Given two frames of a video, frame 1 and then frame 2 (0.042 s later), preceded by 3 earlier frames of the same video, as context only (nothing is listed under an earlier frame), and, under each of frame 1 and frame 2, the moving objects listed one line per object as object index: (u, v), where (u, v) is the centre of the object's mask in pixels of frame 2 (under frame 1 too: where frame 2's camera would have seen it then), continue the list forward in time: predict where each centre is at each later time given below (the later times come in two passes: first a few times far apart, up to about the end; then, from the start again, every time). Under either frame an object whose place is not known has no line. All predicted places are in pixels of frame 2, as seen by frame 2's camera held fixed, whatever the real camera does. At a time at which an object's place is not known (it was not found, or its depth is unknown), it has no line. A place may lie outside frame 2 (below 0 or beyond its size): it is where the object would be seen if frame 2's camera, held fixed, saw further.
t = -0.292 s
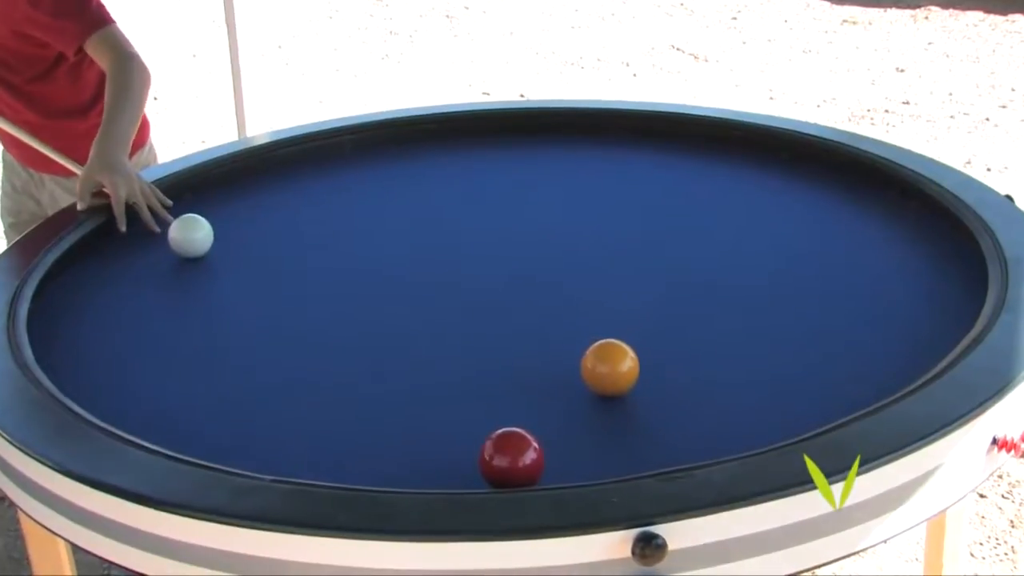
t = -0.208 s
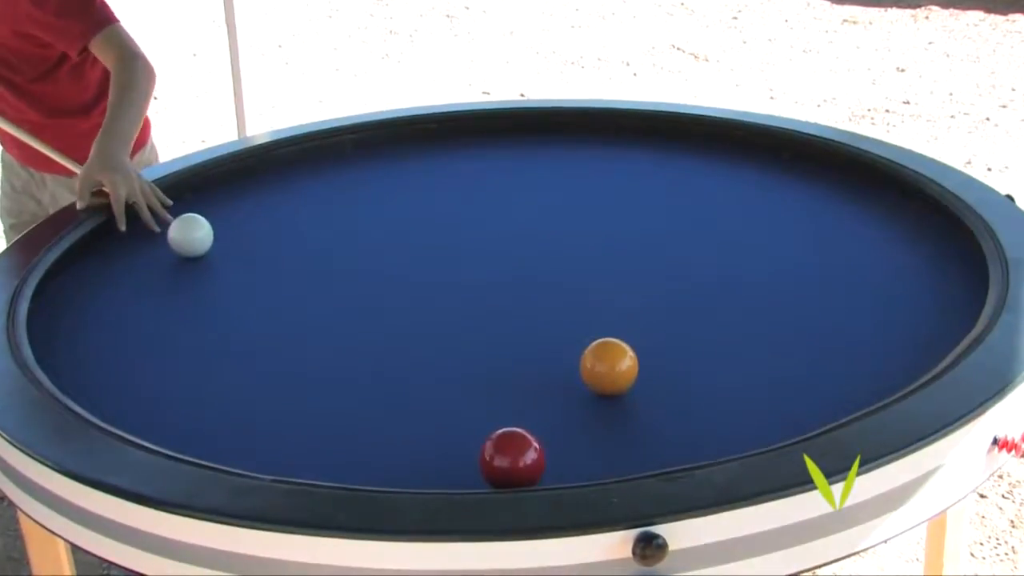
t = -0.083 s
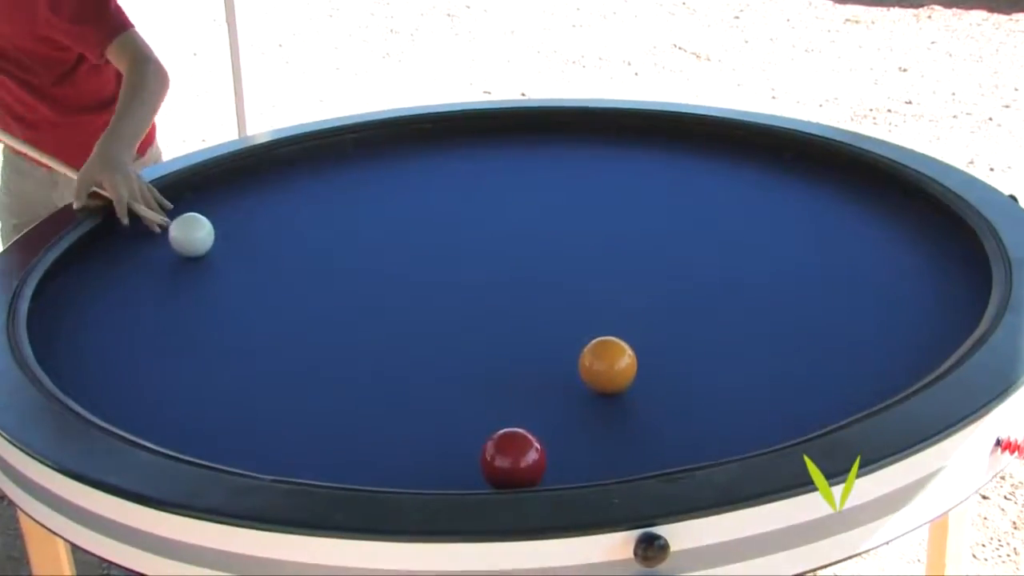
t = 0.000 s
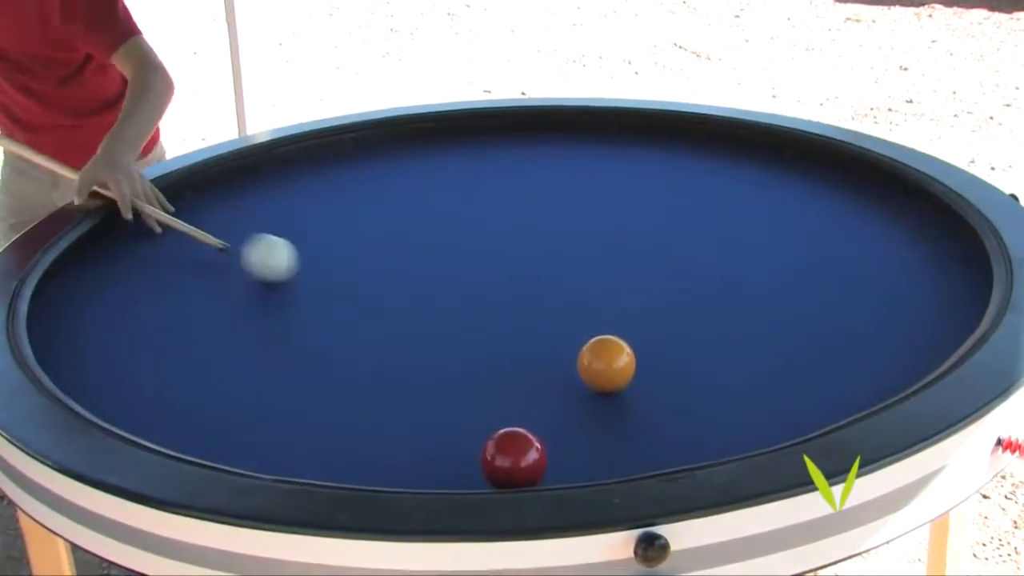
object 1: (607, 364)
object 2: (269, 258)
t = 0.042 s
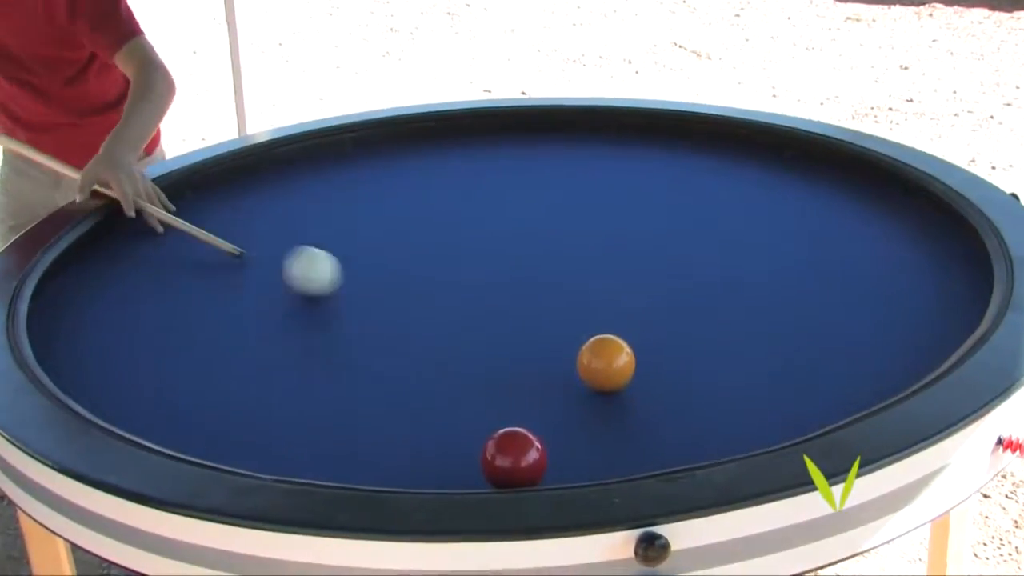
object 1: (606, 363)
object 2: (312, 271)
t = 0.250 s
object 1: (602, 361)
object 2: (531, 339)
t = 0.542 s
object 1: (786, 396)
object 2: (594, 363)
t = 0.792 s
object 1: (728, 337)
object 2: (642, 379)
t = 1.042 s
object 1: (674, 285)
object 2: (690, 395)
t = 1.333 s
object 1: (623, 236)
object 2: (737, 410)
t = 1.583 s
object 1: (587, 205)
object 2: (766, 419)
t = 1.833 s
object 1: (553, 176)
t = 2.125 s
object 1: (520, 149)
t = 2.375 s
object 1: (491, 128)
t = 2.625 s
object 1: (477, 135)
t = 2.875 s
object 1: (461, 149)
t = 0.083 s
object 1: (605, 363)
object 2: (354, 285)
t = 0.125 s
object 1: (604, 363)
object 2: (399, 298)
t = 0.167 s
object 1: (604, 362)
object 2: (443, 312)
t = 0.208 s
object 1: (603, 362)
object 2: (487, 325)
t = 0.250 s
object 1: (602, 361)
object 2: (531, 339)
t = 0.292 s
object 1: (623, 367)
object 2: (555, 347)
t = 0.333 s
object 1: (690, 387)
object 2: (559, 349)
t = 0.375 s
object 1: (733, 399)
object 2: (563, 351)
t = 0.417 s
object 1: (775, 411)
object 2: (570, 354)
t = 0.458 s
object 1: (805, 414)
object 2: (578, 357)
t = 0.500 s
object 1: (796, 407)
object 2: (586, 359)
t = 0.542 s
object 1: (786, 396)
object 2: (594, 363)
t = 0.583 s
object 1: (775, 385)
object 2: (602, 366)
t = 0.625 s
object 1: (765, 375)
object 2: (610, 368)
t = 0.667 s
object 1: (756, 365)
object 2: (618, 371)
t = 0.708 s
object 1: (746, 356)
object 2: (626, 374)
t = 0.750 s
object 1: (736, 347)
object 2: (634, 377)
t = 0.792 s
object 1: (728, 337)
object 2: (642, 379)
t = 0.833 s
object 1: (714, 324)
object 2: (654, 383)
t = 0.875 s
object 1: (706, 316)
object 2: (661, 385)
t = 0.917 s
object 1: (698, 308)
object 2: (668, 388)
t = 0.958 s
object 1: (690, 300)
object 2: (675, 390)
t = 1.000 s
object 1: (682, 292)
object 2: (683, 393)
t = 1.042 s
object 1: (674, 285)
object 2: (690, 395)
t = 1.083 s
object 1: (667, 278)
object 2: (696, 398)
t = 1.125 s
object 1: (660, 271)
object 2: (703, 400)
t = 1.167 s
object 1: (653, 264)
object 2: (710, 401)
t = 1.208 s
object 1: (646, 258)
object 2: (716, 404)
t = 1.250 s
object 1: (639, 252)
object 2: (722, 405)
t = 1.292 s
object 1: (633, 246)
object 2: (728, 408)
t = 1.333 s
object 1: (623, 236)
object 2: (737, 410)
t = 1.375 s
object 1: (617, 231)
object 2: (742, 412)
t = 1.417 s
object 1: (611, 226)
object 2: (748, 414)
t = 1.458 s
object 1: (605, 220)
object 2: (753, 416)
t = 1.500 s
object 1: (599, 215)
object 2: (757, 417)
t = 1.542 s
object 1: (593, 210)
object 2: (762, 418)
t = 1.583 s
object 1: (587, 205)
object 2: (766, 419)
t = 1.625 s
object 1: (582, 200)
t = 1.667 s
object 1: (576, 195)
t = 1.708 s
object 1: (571, 191)
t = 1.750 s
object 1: (566, 186)
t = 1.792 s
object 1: (561, 182)
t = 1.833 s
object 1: (553, 176)
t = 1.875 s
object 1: (548, 172)
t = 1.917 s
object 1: (544, 168)
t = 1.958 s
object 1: (539, 164)
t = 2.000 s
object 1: (534, 160)
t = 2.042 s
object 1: (529, 156)
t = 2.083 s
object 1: (524, 153)
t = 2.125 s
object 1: (520, 149)
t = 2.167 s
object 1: (515, 146)
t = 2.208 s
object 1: (511, 142)
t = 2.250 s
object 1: (506, 139)
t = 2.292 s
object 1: (502, 136)
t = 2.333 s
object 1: (495, 131)
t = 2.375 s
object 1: (491, 128)
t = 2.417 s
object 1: (487, 125)
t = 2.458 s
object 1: (485, 127)
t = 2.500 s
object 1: (483, 129)
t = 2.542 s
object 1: (481, 131)
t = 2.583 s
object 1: (479, 133)
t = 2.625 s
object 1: (477, 135)
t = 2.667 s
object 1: (474, 138)
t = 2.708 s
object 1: (472, 140)
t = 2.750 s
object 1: (470, 141)
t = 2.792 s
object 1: (467, 143)
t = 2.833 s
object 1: (464, 147)
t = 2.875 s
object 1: (461, 149)
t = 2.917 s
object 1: (459, 151)
